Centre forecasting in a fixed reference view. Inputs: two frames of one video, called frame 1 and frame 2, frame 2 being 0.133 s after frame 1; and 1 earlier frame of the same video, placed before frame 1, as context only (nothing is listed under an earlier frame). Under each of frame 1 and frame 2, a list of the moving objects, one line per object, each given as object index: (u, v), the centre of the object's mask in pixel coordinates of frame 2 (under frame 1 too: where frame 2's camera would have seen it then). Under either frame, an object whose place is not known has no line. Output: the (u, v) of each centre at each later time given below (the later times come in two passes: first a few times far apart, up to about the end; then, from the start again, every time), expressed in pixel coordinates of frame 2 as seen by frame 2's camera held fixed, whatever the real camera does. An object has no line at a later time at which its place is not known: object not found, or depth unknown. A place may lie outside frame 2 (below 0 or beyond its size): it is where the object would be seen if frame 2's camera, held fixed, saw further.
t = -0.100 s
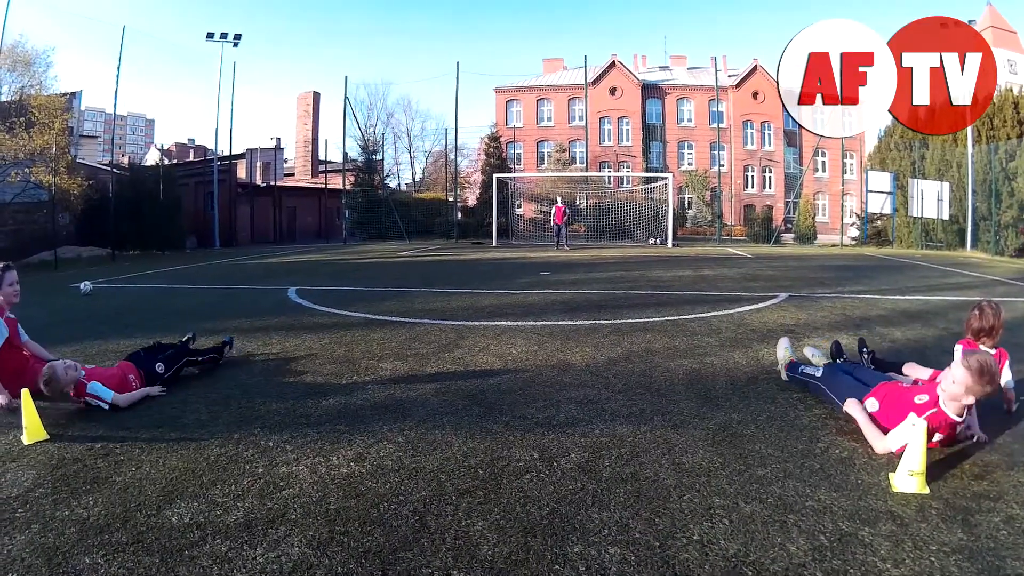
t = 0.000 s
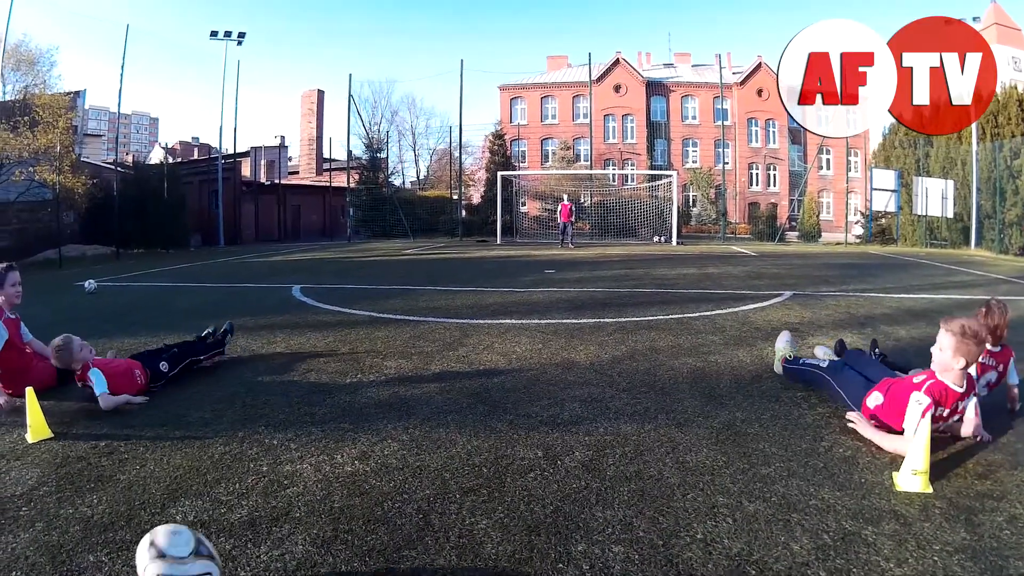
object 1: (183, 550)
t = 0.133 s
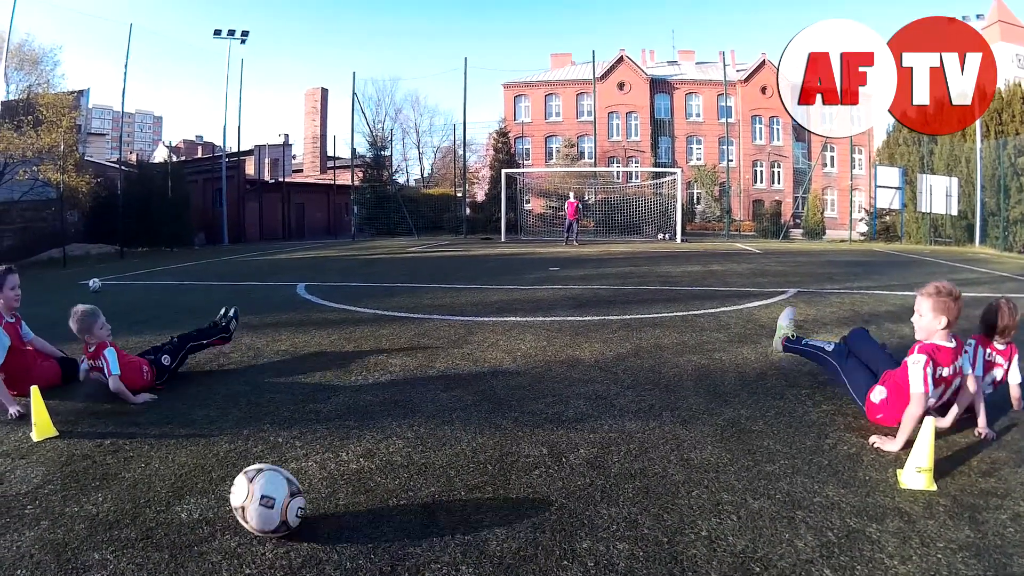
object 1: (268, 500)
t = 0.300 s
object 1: (344, 440)
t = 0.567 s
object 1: (419, 383)
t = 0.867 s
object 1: (468, 344)
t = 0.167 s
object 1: (284, 485)
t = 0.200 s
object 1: (301, 473)
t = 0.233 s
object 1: (316, 462)
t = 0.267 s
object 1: (331, 450)
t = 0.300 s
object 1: (344, 440)
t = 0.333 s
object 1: (355, 431)
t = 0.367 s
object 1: (367, 424)
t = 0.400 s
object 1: (376, 416)
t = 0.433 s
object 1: (386, 408)
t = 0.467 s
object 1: (395, 401)
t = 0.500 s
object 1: (404, 395)
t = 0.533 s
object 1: (412, 389)
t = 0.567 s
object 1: (419, 383)
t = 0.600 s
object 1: (426, 377)
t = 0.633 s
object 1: (432, 373)
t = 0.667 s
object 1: (438, 368)
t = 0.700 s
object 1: (444, 363)
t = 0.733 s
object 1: (449, 360)
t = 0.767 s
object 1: (455, 355)
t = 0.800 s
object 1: (460, 351)
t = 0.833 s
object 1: (464, 348)
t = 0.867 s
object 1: (468, 344)
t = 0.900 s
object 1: (471, 342)
